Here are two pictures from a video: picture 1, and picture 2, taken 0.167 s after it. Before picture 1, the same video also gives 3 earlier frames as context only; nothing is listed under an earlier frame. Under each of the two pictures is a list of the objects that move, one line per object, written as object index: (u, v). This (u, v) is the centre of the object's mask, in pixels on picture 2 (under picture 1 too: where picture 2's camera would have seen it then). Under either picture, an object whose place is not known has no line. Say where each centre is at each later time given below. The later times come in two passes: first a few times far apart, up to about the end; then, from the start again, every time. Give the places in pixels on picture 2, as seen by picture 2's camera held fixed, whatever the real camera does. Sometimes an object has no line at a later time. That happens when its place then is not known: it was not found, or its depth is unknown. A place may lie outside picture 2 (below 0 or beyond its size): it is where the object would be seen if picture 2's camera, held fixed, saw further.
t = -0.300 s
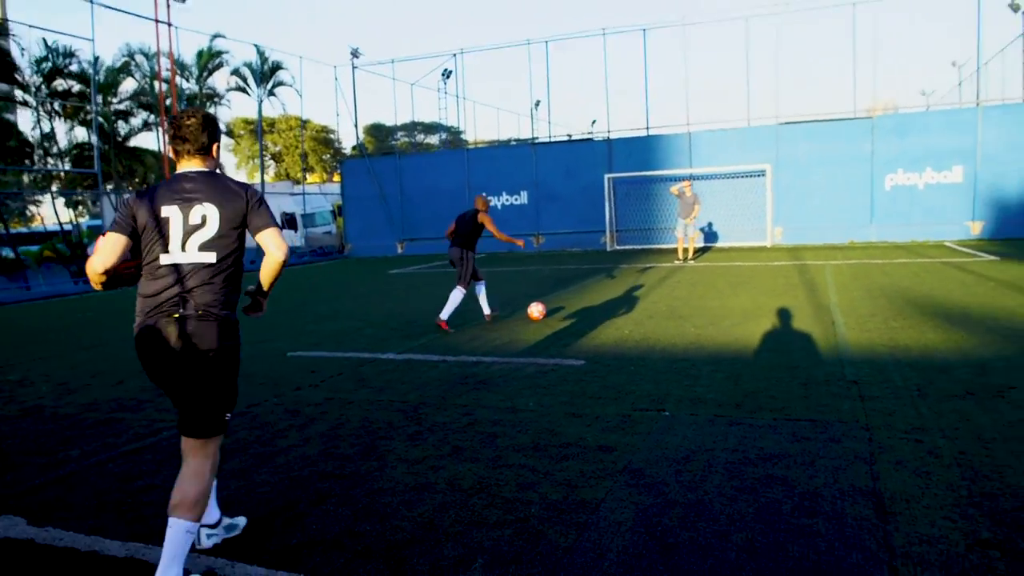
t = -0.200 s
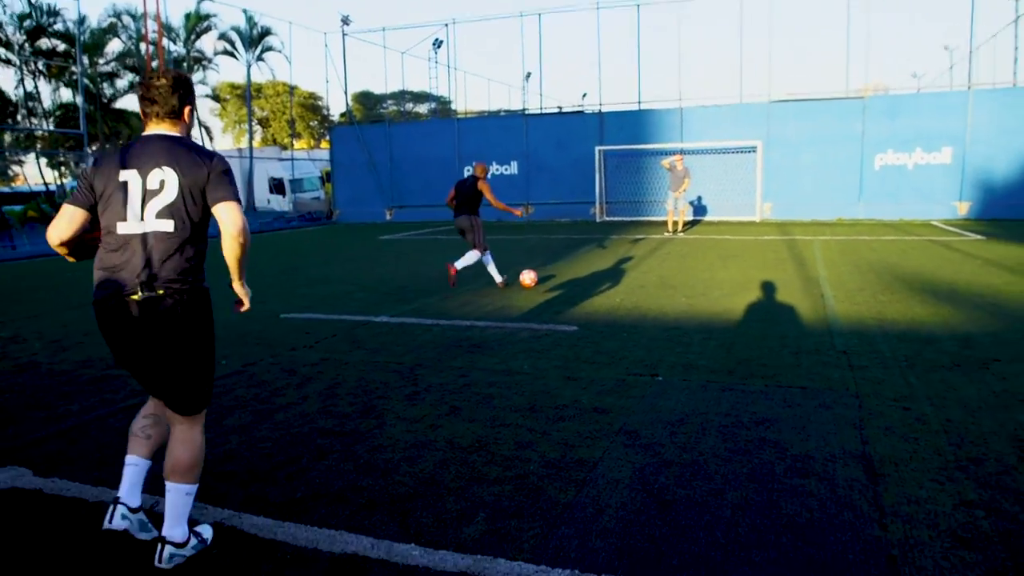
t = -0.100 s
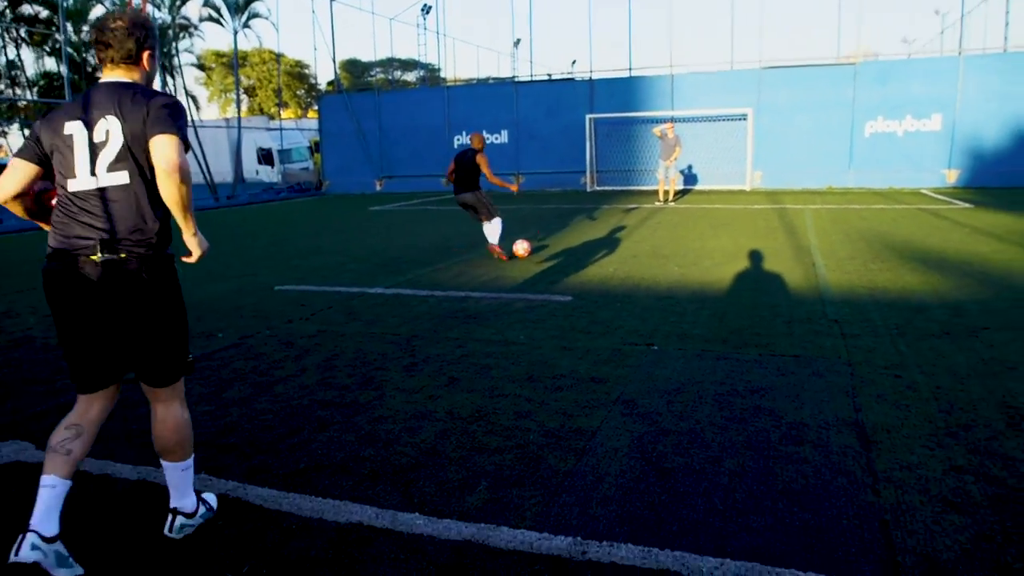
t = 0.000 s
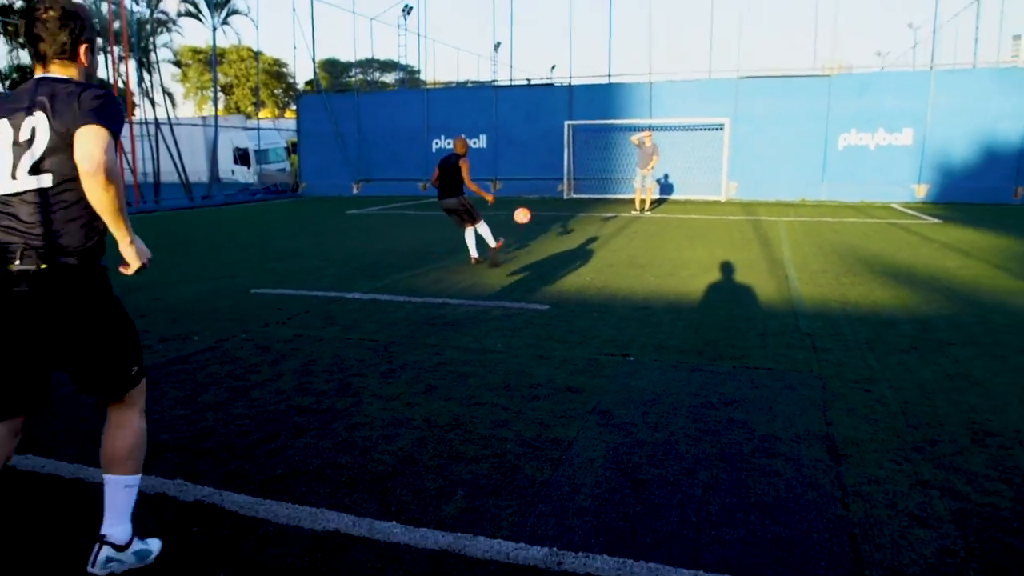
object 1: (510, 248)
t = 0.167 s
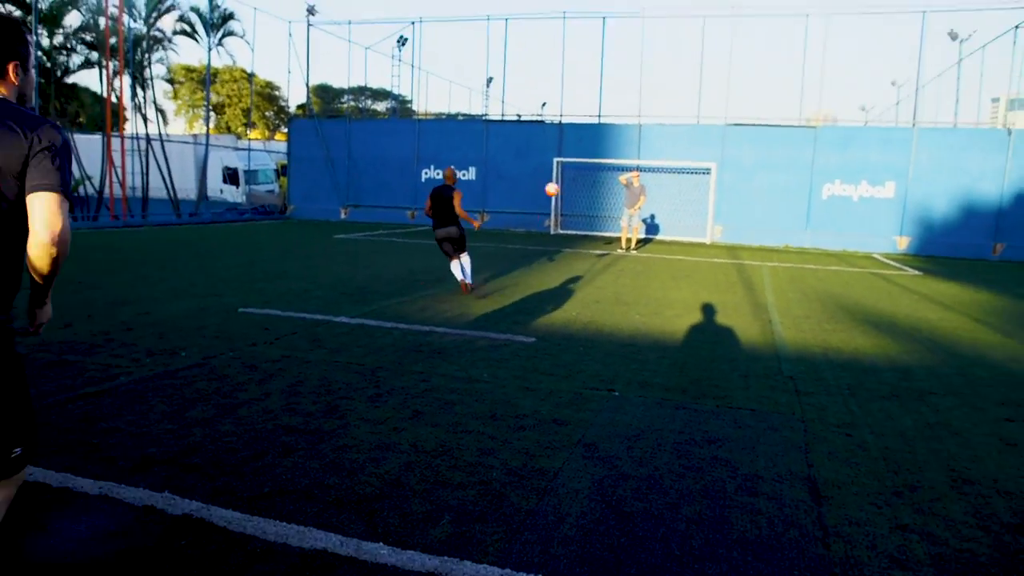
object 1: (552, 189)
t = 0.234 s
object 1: (564, 175)
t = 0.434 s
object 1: (592, 155)
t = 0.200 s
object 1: (559, 182)
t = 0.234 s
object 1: (564, 175)
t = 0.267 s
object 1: (570, 170)
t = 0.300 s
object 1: (576, 165)
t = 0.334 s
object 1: (580, 161)
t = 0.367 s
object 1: (585, 159)
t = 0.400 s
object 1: (588, 156)
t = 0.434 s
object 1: (592, 155)
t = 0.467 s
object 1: (596, 155)
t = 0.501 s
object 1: (600, 154)
